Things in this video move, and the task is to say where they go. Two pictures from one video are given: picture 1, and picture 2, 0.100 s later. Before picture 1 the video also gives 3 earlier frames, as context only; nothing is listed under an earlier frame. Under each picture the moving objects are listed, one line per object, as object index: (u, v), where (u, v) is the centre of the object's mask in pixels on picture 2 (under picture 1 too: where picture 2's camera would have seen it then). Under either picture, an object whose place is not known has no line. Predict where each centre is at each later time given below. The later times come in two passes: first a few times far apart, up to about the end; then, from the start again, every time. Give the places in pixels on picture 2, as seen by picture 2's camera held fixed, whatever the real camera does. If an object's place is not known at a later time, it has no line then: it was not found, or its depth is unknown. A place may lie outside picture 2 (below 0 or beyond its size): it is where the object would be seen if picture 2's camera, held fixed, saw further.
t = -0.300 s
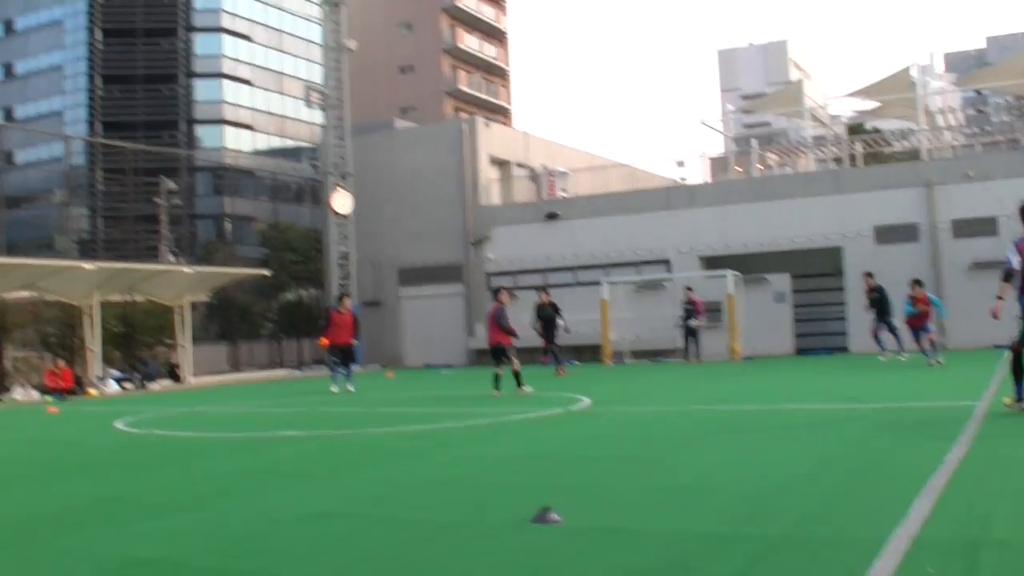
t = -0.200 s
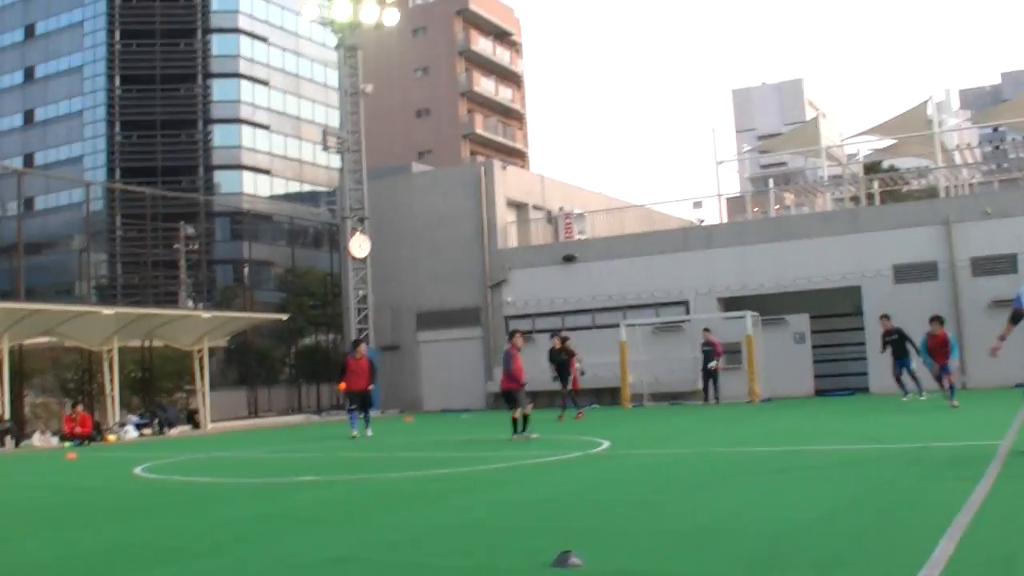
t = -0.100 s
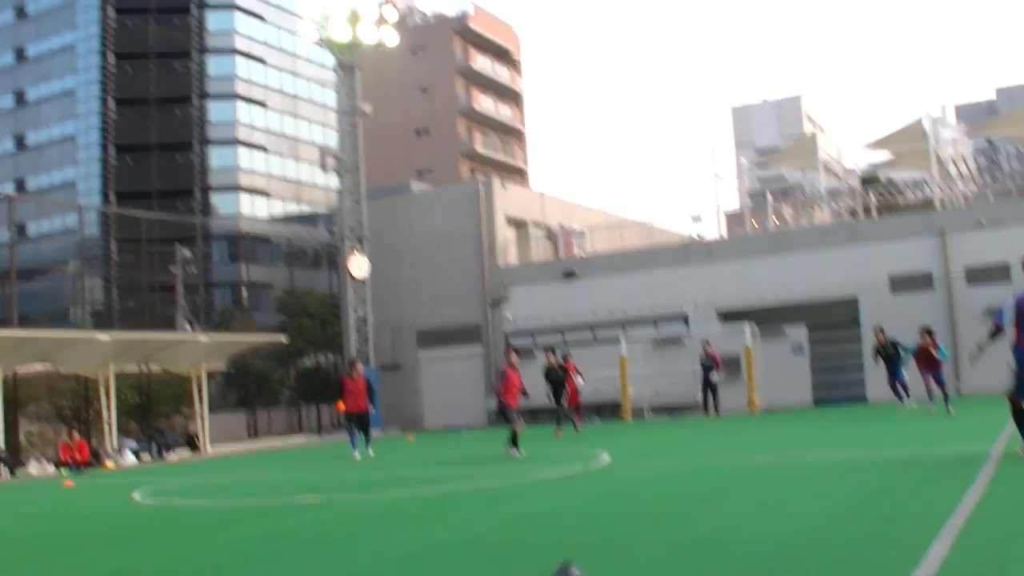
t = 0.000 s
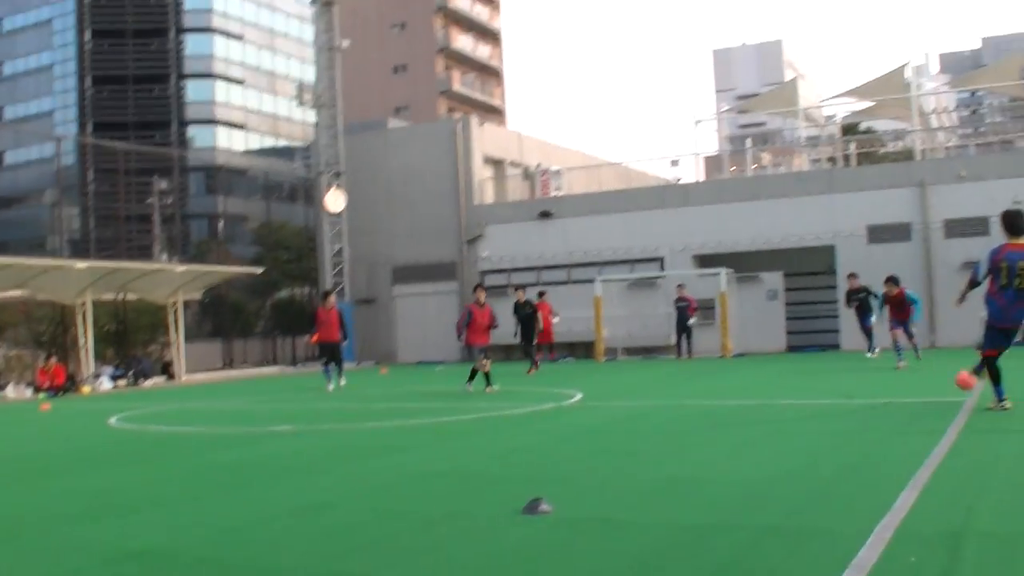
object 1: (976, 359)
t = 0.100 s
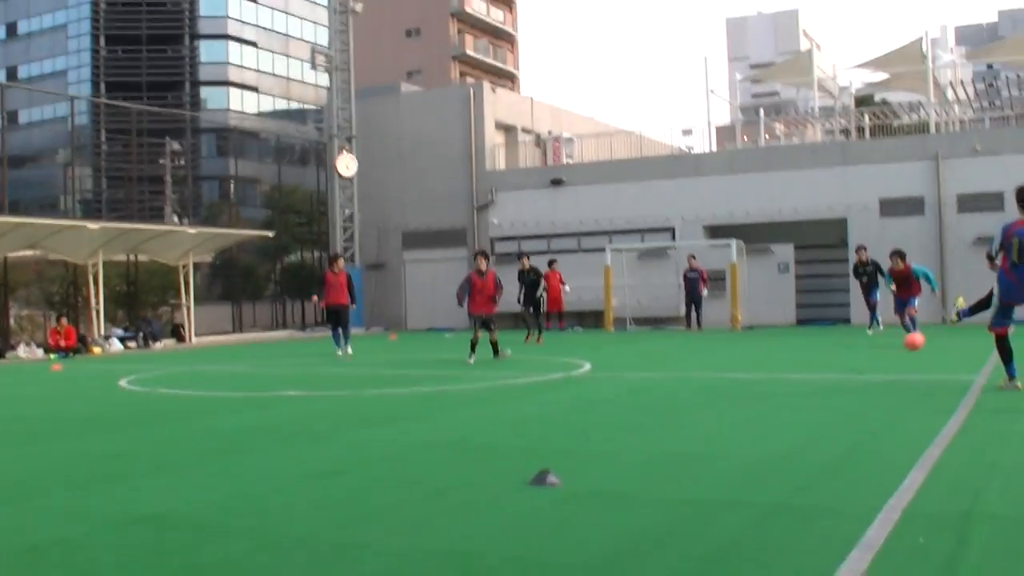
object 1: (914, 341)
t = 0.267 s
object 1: (830, 335)
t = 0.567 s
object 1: (743, 334)
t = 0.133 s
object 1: (896, 338)
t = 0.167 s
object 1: (878, 335)
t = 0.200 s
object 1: (861, 334)
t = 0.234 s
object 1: (845, 334)
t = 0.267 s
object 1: (830, 335)
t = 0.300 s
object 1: (815, 335)
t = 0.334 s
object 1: (801, 337)
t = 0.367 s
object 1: (791, 342)
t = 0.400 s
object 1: (782, 341)
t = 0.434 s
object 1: (774, 339)
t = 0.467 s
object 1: (766, 336)
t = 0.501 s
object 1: (758, 334)
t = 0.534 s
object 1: (750, 333)
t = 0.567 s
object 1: (743, 334)
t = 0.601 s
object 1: (736, 335)
